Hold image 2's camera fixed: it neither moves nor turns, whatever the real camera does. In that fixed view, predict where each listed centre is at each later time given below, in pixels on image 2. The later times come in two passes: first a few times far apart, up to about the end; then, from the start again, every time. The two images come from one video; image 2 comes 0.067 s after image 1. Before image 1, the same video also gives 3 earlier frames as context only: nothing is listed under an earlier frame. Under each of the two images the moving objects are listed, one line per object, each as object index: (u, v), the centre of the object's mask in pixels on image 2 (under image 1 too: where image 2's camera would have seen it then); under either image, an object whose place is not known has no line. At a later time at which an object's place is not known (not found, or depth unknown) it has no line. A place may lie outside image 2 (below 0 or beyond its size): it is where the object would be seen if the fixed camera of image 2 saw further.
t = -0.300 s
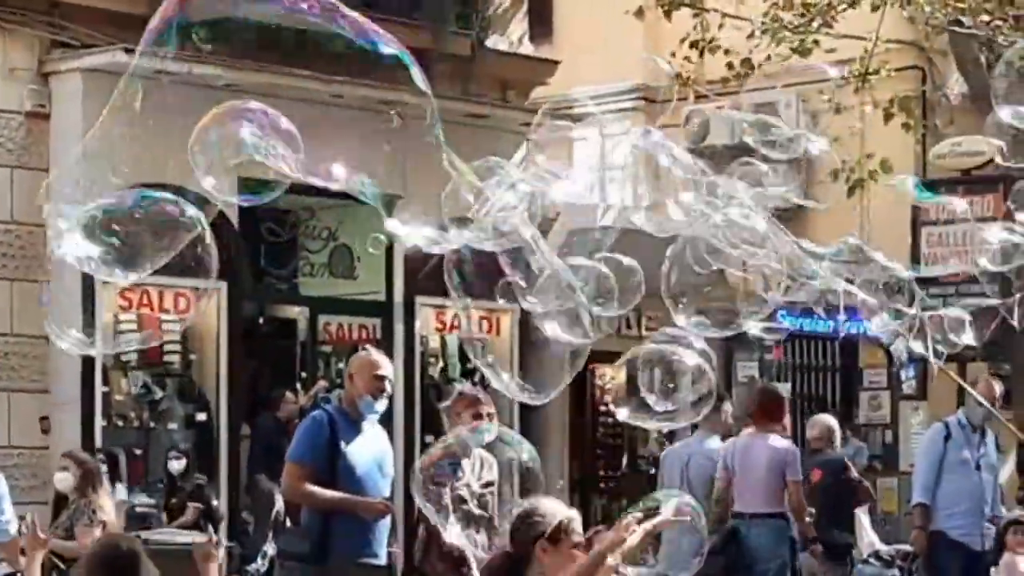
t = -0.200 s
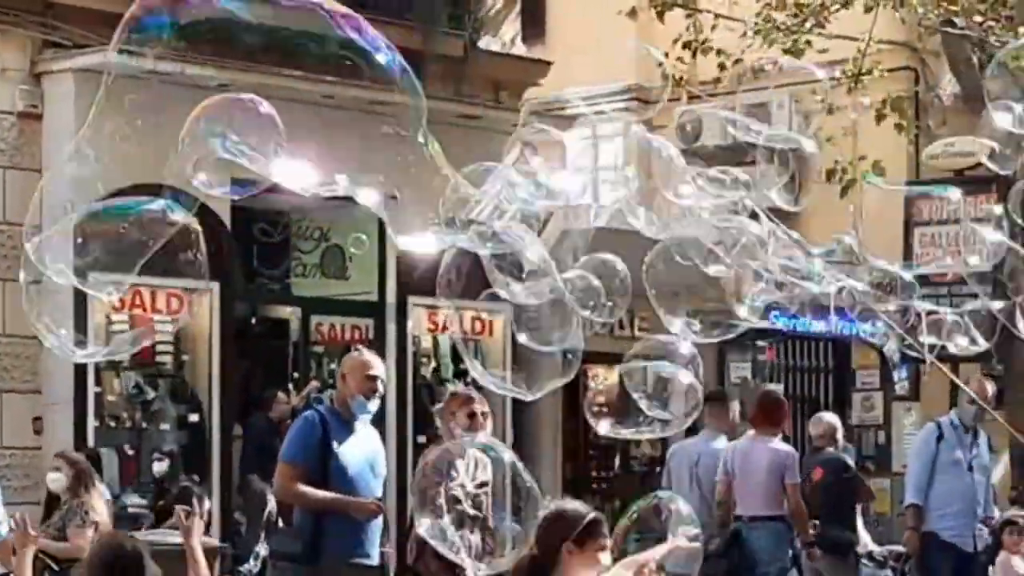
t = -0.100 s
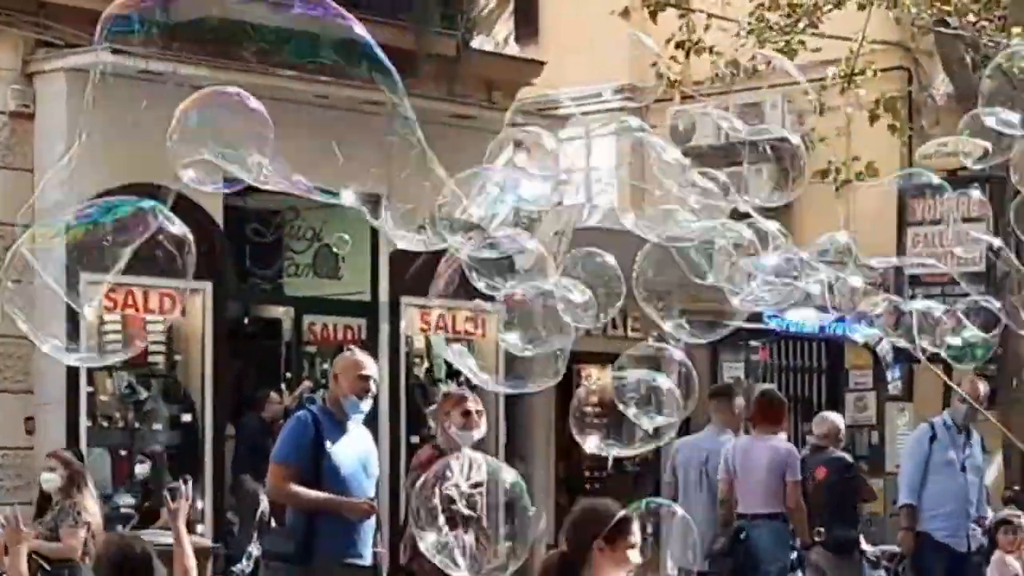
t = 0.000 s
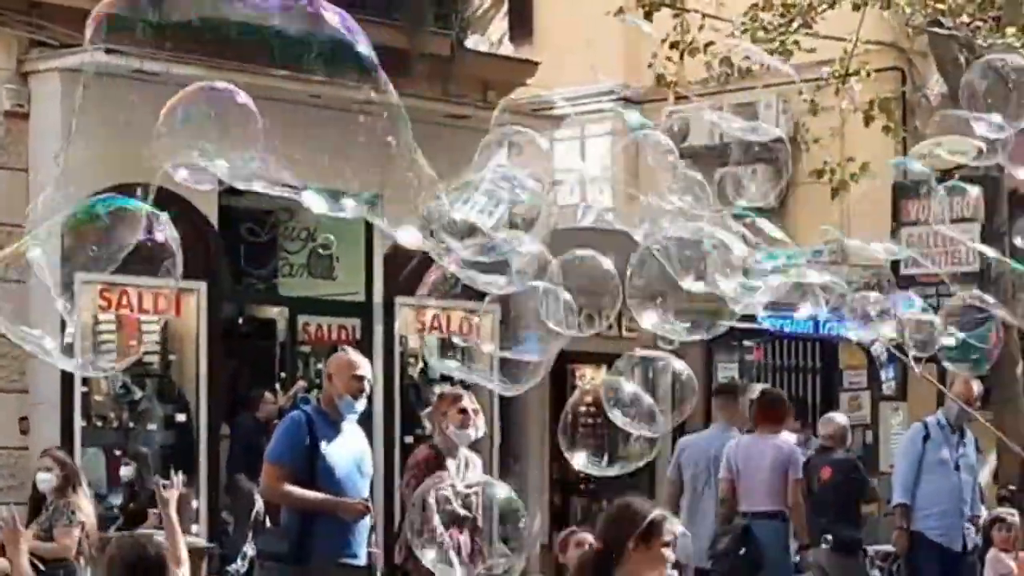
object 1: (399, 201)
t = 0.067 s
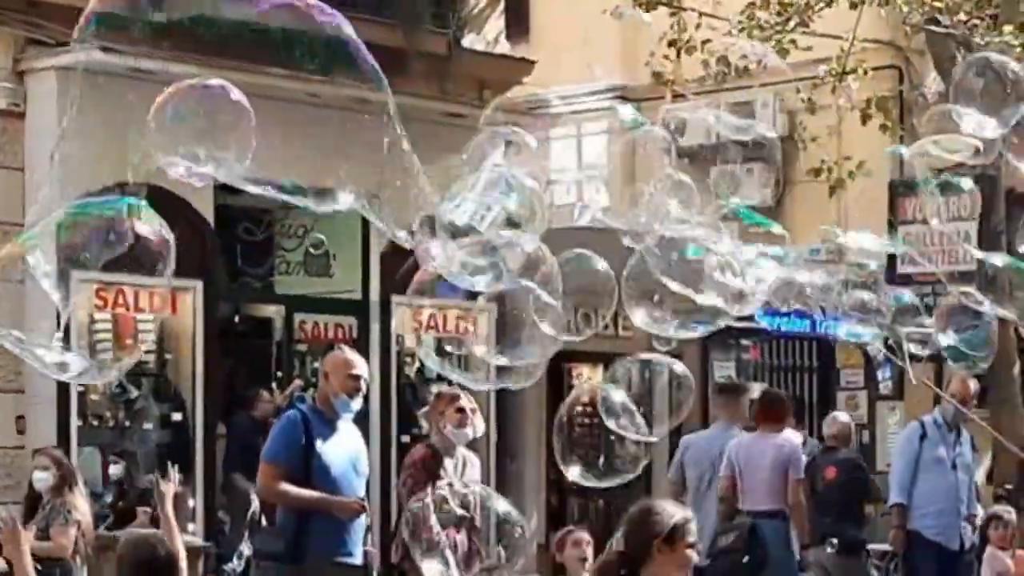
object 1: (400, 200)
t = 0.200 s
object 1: (396, 203)
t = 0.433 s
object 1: (382, 205)
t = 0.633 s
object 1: (361, 202)
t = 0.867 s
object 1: (342, 194)
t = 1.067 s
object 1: (335, 193)
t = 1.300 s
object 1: (311, 185)
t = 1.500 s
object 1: (295, 180)
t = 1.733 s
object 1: (279, 178)
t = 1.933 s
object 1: (266, 181)
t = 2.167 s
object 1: (249, 184)
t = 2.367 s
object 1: (234, 191)
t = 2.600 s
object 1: (222, 207)
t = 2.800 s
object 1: (215, 228)
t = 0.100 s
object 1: (400, 204)
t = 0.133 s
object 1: (398, 202)
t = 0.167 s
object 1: (401, 208)
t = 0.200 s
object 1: (396, 203)
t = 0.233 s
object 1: (396, 201)
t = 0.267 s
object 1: (395, 202)
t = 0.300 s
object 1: (392, 202)
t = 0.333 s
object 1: (390, 200)
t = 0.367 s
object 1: (388, 200)
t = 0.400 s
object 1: (385, 206)
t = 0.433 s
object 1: (382, 205)
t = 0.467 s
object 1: (379, 209)
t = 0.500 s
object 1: (374, 208)
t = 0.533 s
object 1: (373, 206)
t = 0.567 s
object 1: (370, 204)
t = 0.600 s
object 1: (366, 199)
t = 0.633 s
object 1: (361, 202)
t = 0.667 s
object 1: (361, 203)
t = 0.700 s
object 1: (361, 204)
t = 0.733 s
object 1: (359, 203)
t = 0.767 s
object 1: (355, 201)
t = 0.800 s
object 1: (352, 198)
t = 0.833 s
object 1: (346, 196)
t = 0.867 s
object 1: (342, 194)
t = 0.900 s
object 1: (338, 193)
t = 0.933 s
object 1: (335, 193)
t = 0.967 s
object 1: (333, 194)
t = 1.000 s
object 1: (333, 195)
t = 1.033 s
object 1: (339, 198)
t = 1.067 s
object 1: (335, 193)
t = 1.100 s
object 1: (324, 191)
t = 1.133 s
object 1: (319, 188)
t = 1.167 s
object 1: (313, 186)
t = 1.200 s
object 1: (315, 183)
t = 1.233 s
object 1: (312, 183)
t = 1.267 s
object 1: (311, 184)
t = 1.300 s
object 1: (311, 185)
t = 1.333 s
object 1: (312, 185)
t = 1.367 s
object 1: (311, 185)
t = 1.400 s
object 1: (308, 183)
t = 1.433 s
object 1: (302, 181)
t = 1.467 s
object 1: (299, 181)
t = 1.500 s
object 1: (295, 180)
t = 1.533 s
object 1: (293, 179)
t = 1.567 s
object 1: (291, 181)
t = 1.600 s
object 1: (291, 182)
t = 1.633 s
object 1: (288, 181)
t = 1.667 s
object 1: (285, 179)
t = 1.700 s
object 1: (282, 179)
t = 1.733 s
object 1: (279, 178)
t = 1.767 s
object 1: (275, 176)
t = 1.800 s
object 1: (272, 176)
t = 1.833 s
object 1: (272, 178)
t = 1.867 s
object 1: (271, 180)
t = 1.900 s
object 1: (267, 180)
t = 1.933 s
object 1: (266, 181)
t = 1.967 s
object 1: (264, 181)
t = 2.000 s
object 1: (262, 181)
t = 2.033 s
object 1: (259, 180)
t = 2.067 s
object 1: (255, 180)
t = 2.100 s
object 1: (252, 180)
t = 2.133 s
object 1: (251, 182)
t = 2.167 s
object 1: (249, 184)
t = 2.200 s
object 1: (245, 186)
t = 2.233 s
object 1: (243, 187)
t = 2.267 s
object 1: (241, 189)
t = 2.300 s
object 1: (238, 190)
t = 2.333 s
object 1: (236, 190)
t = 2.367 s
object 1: (234, 191)
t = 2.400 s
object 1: (232, 193)
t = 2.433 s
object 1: (230, 195)
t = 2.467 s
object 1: (228, 198)
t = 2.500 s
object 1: (227, 201)
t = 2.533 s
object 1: (226, 204)
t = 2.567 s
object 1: (224, 206)
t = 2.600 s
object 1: (222, 207)
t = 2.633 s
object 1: (220, 209)
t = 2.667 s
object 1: (219, 212)
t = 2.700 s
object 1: (217, 215)
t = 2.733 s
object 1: (216, 219)
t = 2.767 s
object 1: (215, 223)
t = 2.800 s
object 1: (215, 228)
